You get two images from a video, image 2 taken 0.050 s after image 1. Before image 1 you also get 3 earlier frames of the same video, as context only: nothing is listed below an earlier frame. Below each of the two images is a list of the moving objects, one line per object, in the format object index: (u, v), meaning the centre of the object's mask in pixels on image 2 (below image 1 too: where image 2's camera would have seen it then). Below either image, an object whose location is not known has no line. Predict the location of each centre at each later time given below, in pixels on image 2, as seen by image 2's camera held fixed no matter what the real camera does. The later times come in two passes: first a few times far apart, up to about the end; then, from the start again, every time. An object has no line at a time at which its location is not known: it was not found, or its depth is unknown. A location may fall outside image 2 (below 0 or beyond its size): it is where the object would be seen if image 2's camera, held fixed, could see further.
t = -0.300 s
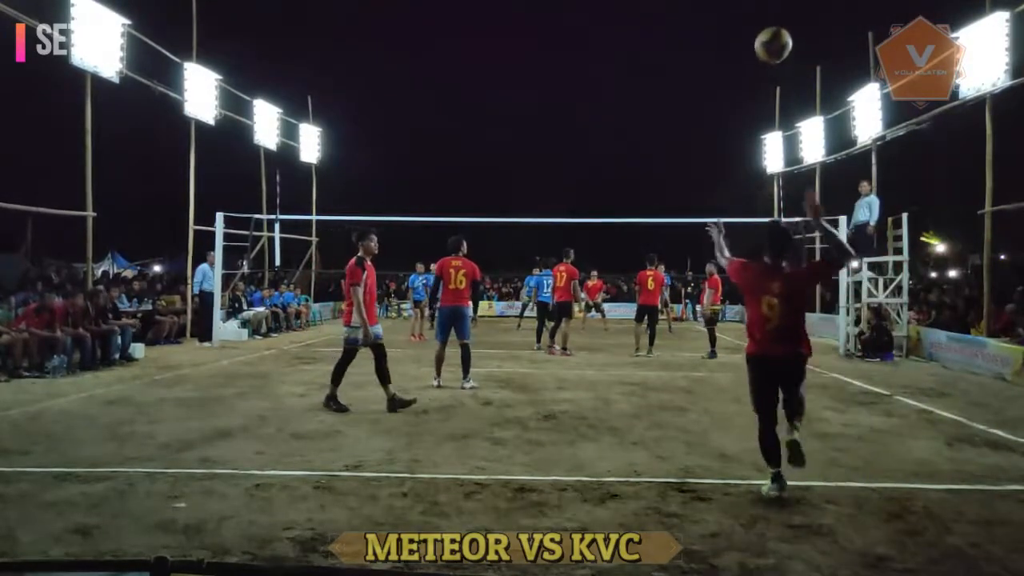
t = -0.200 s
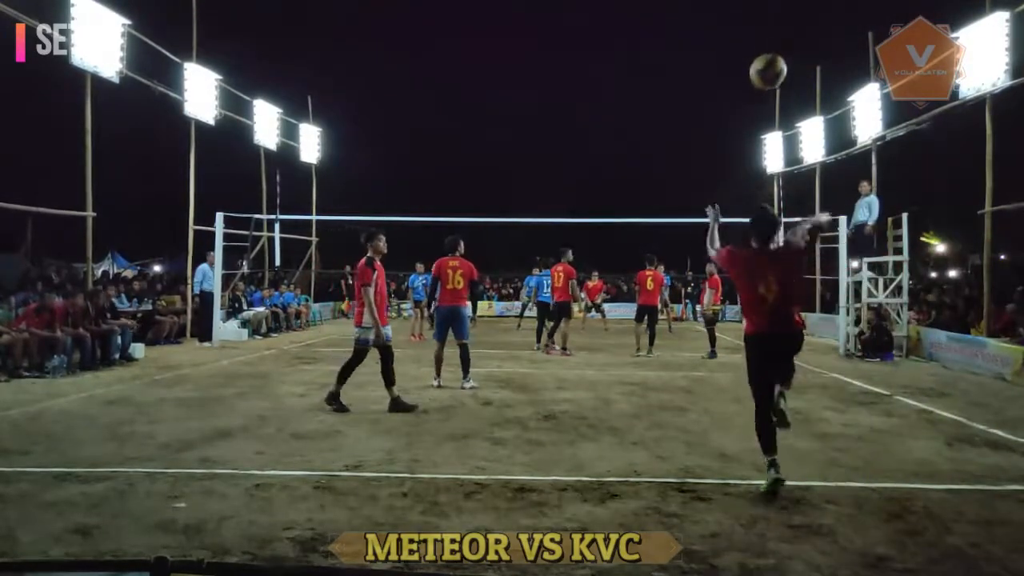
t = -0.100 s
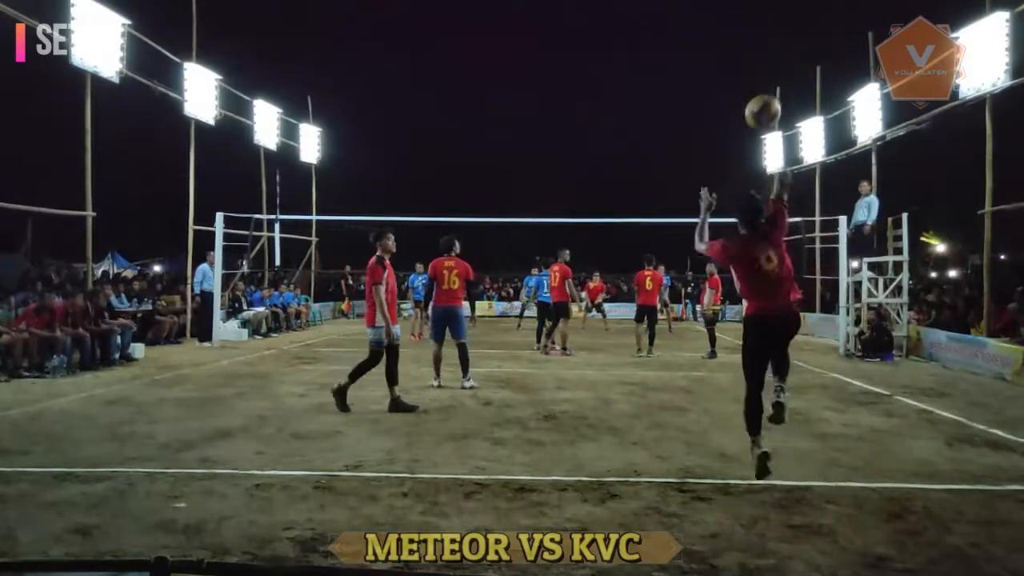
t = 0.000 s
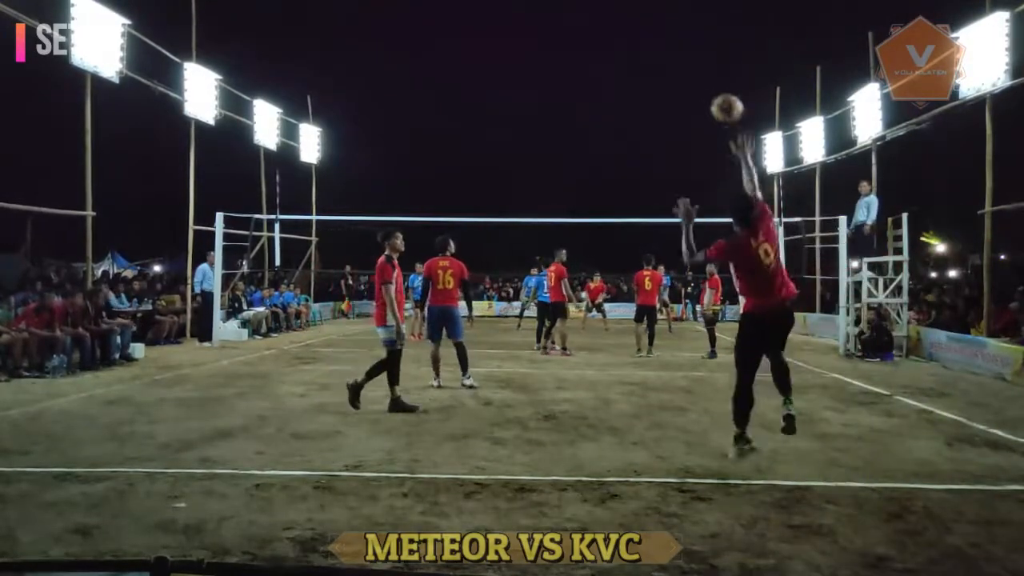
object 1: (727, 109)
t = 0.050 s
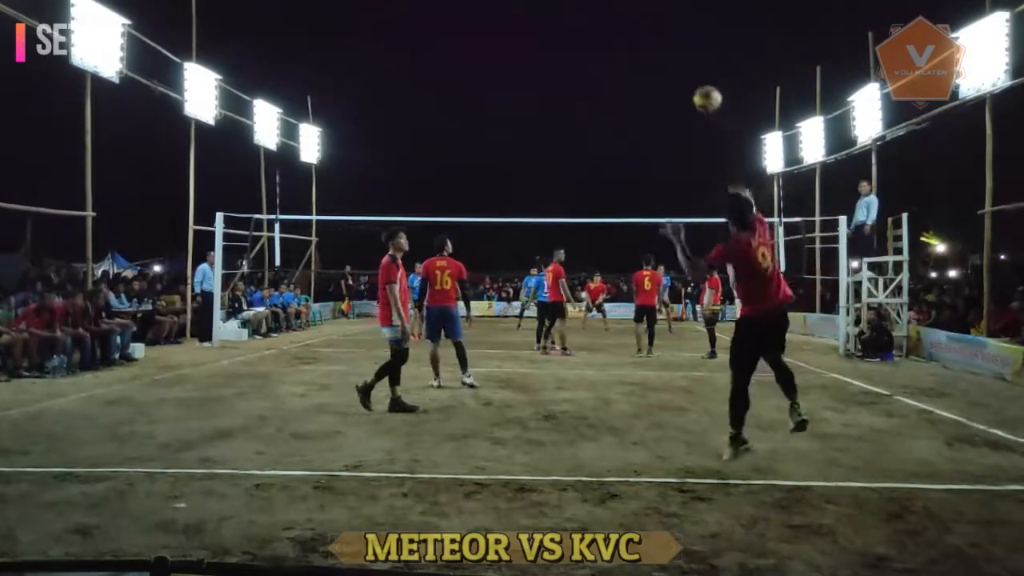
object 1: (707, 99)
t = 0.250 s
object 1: (661, 93)
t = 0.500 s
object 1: (632, 121)
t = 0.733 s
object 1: (616, 161)
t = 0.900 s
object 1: (608, 194)
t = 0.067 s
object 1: (701, 97)
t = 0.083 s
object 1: (696, 95)
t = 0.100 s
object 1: (691, 94)
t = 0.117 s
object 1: (687, 93)
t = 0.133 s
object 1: (683, 92)
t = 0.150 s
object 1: (679, 91)
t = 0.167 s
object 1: (676, 91)
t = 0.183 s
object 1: (672, 91)
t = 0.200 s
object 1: (669, 91)
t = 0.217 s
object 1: (666, 92)
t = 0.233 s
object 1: (663, 92)
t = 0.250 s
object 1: (661, 93)
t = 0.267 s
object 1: (658, 94)
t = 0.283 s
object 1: (656, 95)
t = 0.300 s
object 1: (654, 97)
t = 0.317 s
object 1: (651, 98)
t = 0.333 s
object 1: (649, 99)
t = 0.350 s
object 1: (647, 102)
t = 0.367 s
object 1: (645, 104)
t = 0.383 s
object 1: (644, 105)
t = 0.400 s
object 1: (642, 107)
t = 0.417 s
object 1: (640, 109)
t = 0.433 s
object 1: (638, 112)
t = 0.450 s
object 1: (637, 114)
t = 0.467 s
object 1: (635, 116)
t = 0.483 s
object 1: (634, 119)
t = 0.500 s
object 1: (632, 121)
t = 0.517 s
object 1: (631, 124)
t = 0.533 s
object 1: (630, 127)
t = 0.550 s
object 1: (628, 129)
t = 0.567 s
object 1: (627, 132)
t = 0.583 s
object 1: (626, 135)
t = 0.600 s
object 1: (625, 137)
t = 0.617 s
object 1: (623, 140)
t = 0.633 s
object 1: (622, 143)
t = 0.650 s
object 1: (621, 146)
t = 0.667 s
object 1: (620, 149)
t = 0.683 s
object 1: (619, 152)
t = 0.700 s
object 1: (618, 155)
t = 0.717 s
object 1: (617, 158)
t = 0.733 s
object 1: (616, 161)
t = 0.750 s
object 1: (615, 164)
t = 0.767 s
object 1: (614, 167)
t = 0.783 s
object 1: (613, 171)
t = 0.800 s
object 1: (612, 174)
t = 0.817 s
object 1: (611, 177)
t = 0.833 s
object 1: (610, 180)
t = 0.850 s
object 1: (610, 184)
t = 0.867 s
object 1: (609, 187)
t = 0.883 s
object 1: (608, 191)
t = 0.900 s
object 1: (608, 194)
